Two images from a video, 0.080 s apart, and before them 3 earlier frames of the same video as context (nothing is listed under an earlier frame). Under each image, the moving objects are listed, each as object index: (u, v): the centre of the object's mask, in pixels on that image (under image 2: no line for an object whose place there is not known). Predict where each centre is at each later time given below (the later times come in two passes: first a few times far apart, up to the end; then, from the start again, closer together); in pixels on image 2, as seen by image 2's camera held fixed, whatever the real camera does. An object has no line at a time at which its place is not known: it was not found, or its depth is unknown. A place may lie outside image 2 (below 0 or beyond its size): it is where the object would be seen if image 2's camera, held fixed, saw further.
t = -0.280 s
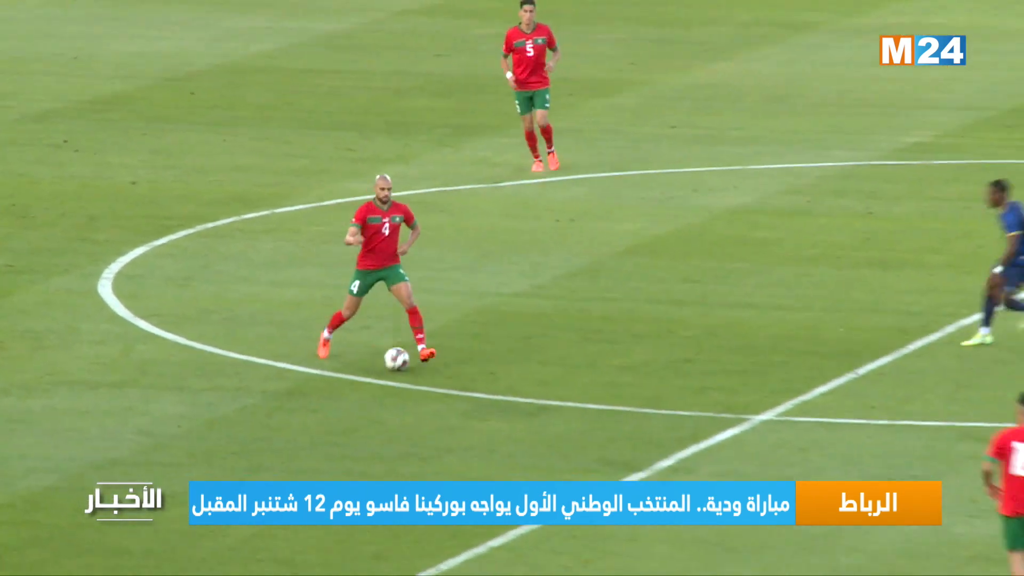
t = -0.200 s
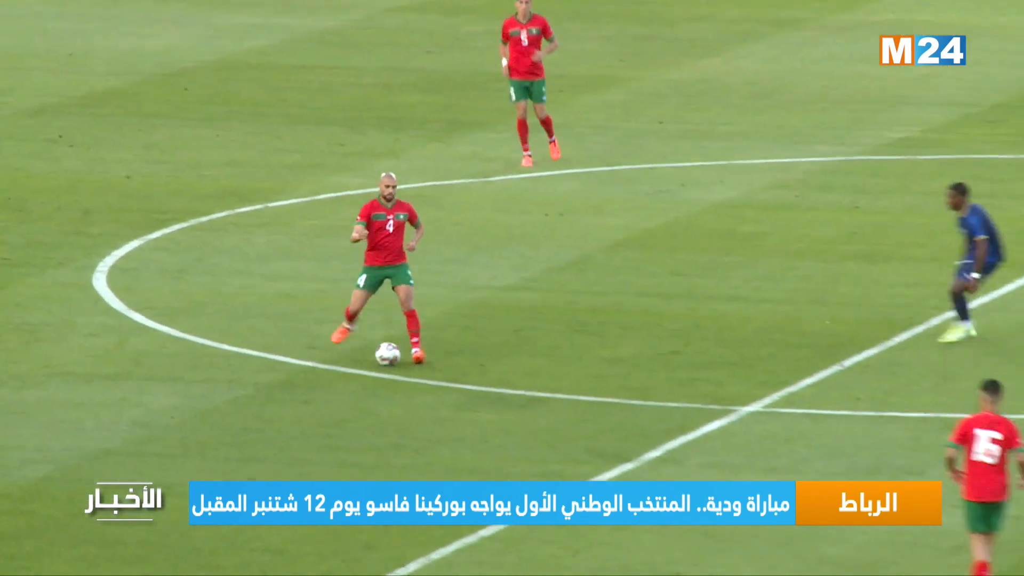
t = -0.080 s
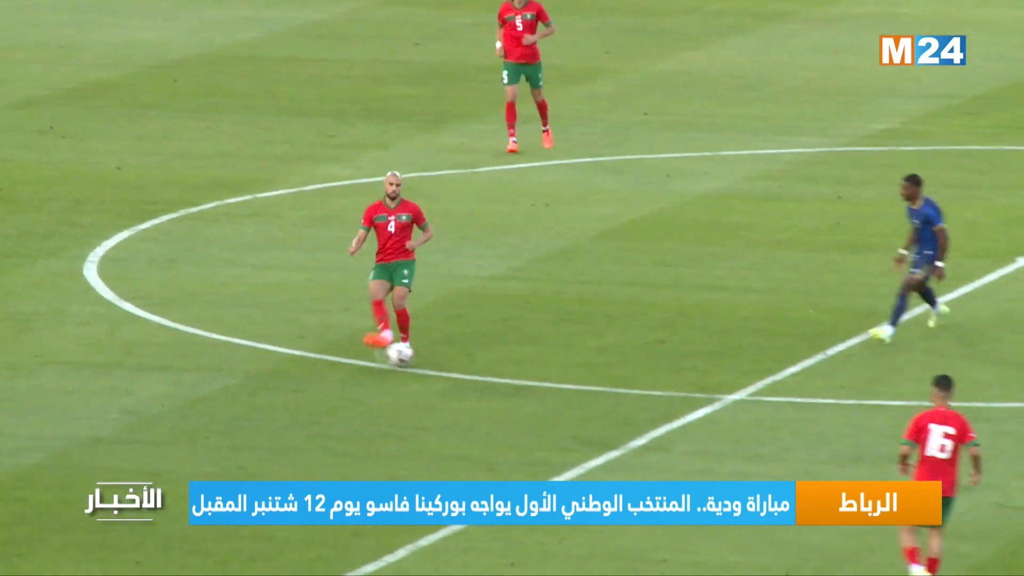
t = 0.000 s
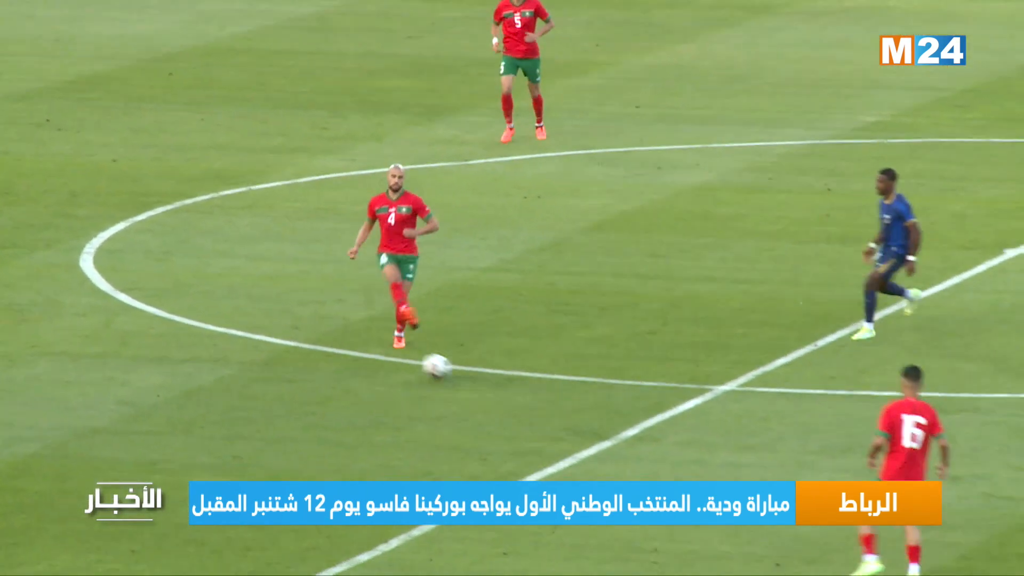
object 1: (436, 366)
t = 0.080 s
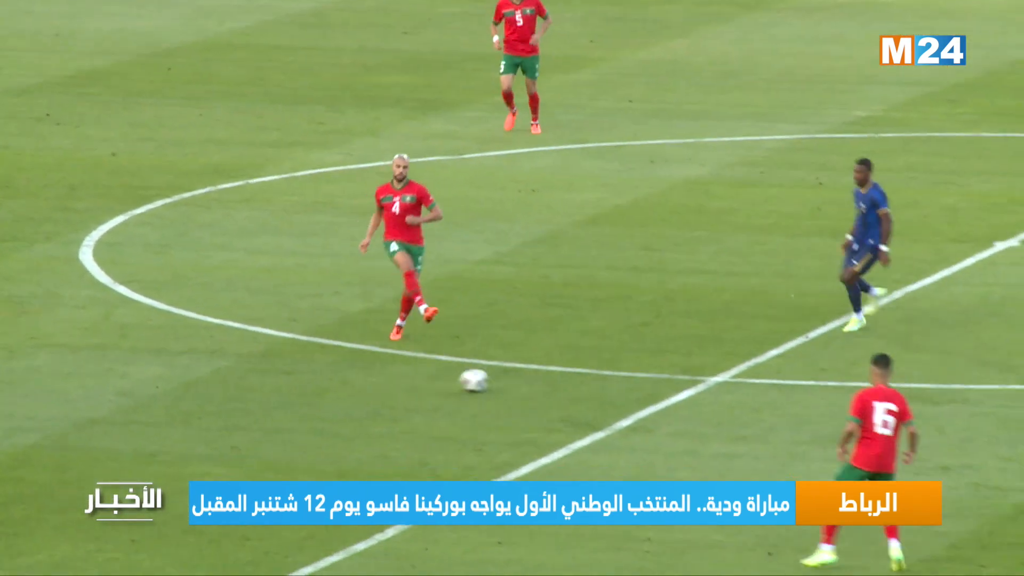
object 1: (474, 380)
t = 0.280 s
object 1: (570, 430)
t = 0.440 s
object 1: (637, 464)
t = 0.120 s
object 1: (493, 387)
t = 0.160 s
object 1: (513, 395)
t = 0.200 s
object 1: (533, 405)
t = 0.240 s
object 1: (552, 416)
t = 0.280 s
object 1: (570, 430)
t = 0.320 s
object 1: (587, 439)
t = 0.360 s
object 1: (605, 445)
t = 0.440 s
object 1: (637, 464)
